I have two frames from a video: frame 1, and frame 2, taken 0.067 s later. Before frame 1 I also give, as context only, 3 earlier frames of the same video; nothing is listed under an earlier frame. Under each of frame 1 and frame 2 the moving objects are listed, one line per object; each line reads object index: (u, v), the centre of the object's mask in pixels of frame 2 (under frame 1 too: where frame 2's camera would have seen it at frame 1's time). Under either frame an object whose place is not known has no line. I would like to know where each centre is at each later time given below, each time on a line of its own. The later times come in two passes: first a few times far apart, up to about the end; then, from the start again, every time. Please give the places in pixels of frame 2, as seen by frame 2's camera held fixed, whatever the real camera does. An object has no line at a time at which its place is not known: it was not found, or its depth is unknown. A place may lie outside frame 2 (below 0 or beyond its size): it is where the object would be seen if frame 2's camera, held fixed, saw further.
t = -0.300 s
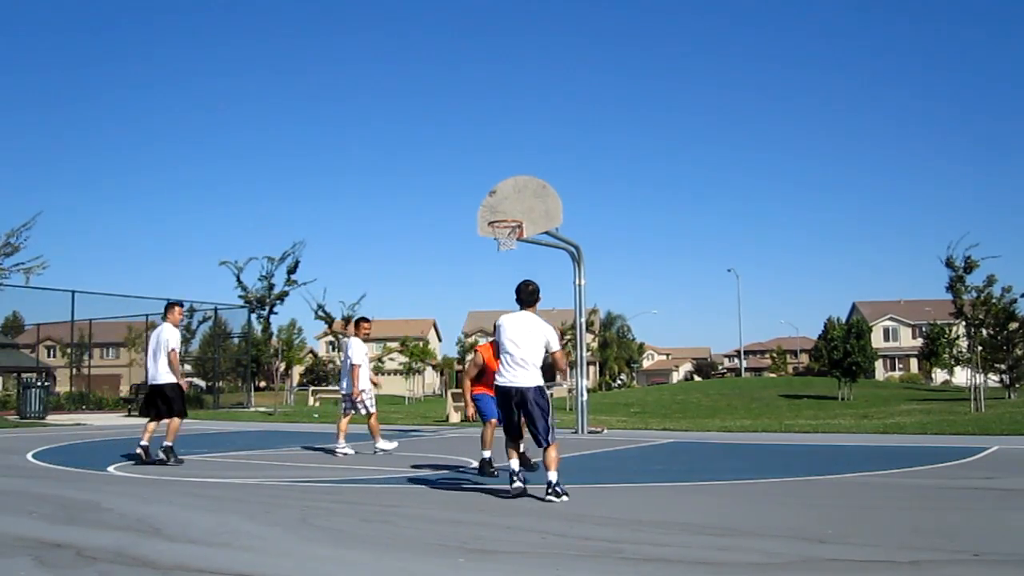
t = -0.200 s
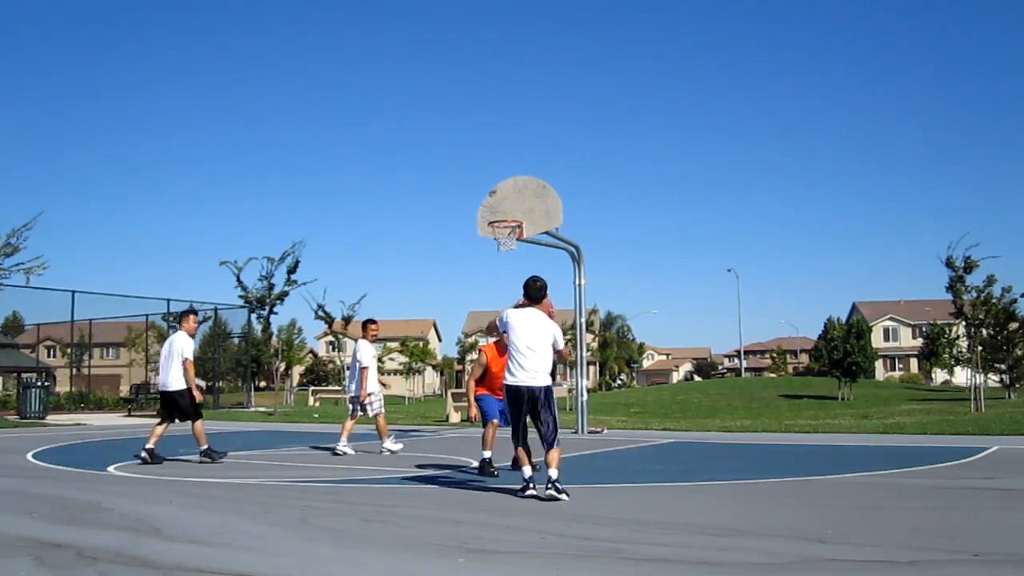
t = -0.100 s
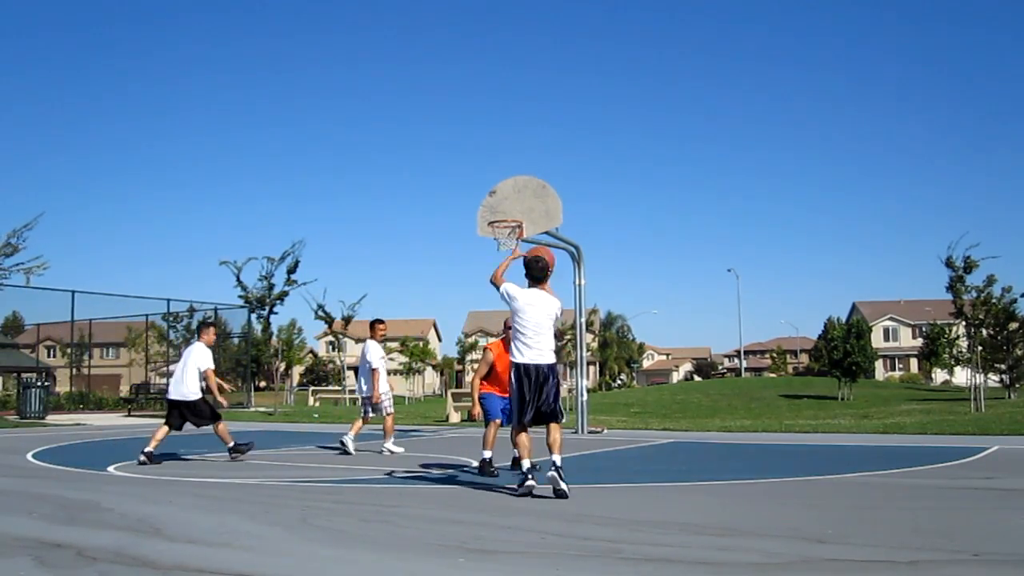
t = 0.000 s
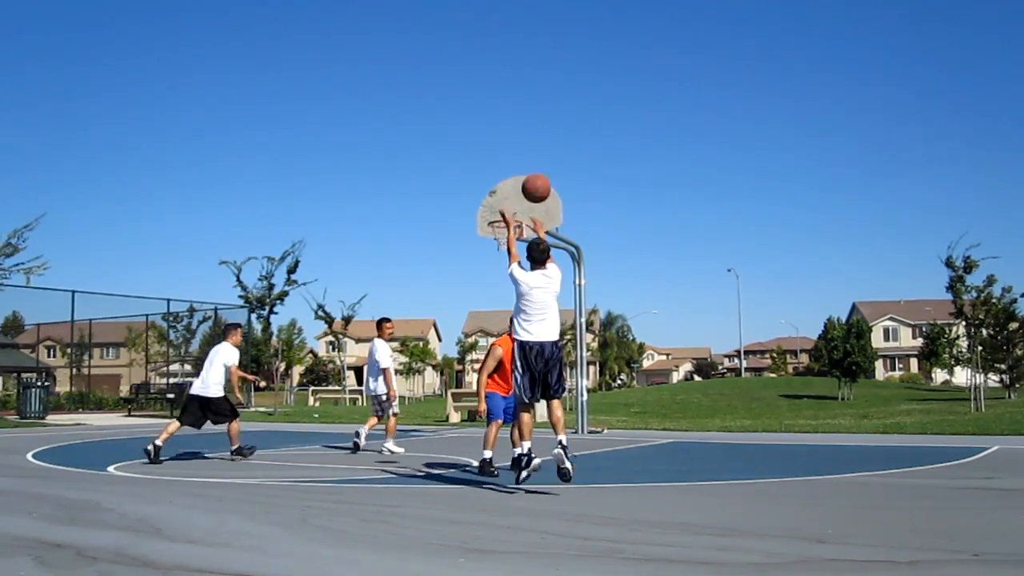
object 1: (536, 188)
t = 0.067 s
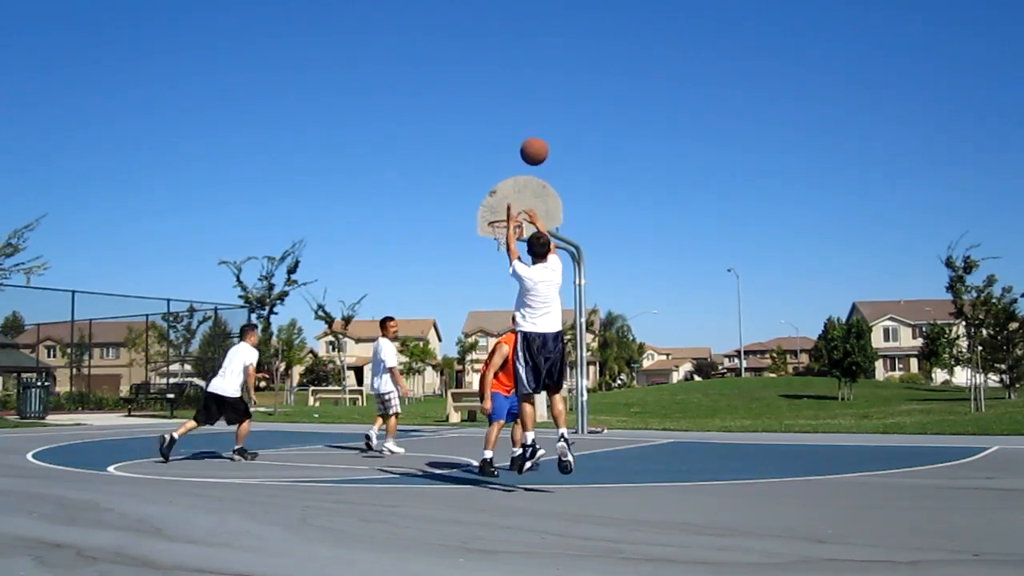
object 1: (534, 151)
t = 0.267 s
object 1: (529, 87)
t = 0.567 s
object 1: (523, 78)
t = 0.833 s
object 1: (518, 125)
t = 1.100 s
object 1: (514, 211)
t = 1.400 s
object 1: (479, 198)
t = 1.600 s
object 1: (454, 216)
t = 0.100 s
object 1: (533, 136)
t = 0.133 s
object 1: (532, 123)
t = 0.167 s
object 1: (531, 112)
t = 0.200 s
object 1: (530, 102)
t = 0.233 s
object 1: (529, 94)
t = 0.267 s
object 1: (529, 87)
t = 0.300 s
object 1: (528, 82)
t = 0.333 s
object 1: (528, 78)
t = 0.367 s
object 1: (527, 75)
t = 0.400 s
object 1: (526, 73)
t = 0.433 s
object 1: (525, 72)
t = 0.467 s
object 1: (525, 72)
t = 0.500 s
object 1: (524, 73)
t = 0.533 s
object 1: (523, 75)
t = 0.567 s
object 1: (523, 78)
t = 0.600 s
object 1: (522, 81)
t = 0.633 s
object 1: (521, 85)
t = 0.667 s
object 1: (520, 90)
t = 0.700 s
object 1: (520, 96)
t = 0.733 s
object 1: (519, 102)
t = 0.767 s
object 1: (519, 109)
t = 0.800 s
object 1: (518, 117)
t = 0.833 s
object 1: (518, 125)
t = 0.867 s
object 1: (517, 134)
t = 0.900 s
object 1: (517, 143)
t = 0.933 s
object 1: (516, 153)
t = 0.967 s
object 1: (516, 163)
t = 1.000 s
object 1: (515, 174)
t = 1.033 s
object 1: (515, 186)
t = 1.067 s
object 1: (515, 198)
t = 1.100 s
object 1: (514, 211)
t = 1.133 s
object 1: (512, 214)
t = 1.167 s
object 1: (508, 211)
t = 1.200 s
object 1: (504, 207)
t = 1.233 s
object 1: (500, 204)
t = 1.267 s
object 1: (495, 201)
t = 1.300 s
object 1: (491, 199)
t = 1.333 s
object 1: (487, 198)
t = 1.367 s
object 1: (483, 198)
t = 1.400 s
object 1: (479, 198)
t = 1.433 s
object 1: (475, 199)
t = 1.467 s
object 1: (470, 201)
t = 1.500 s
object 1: (467, 203)
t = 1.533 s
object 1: (462, 207)
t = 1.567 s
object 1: (458, 211)
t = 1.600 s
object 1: (454, 216)
